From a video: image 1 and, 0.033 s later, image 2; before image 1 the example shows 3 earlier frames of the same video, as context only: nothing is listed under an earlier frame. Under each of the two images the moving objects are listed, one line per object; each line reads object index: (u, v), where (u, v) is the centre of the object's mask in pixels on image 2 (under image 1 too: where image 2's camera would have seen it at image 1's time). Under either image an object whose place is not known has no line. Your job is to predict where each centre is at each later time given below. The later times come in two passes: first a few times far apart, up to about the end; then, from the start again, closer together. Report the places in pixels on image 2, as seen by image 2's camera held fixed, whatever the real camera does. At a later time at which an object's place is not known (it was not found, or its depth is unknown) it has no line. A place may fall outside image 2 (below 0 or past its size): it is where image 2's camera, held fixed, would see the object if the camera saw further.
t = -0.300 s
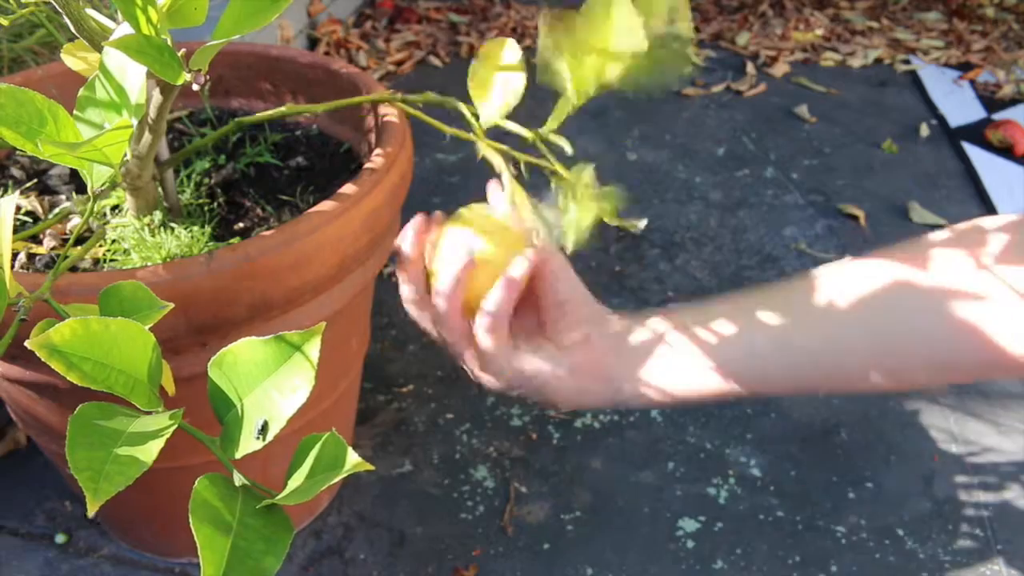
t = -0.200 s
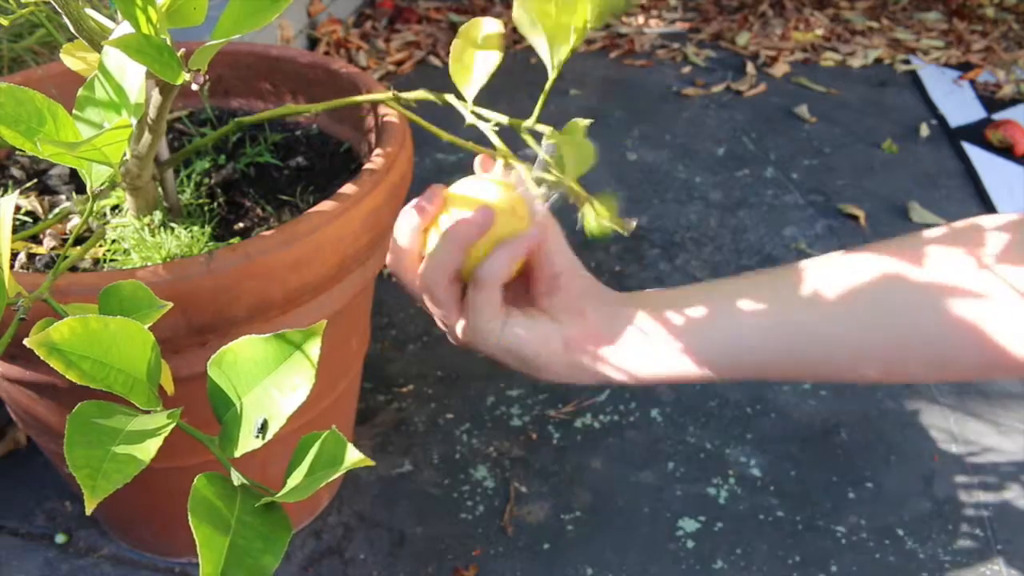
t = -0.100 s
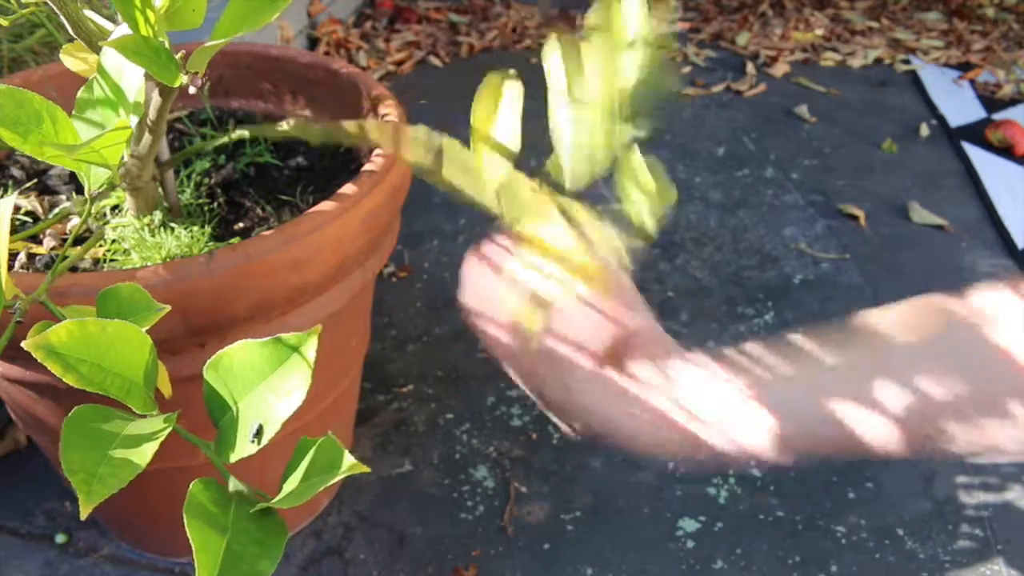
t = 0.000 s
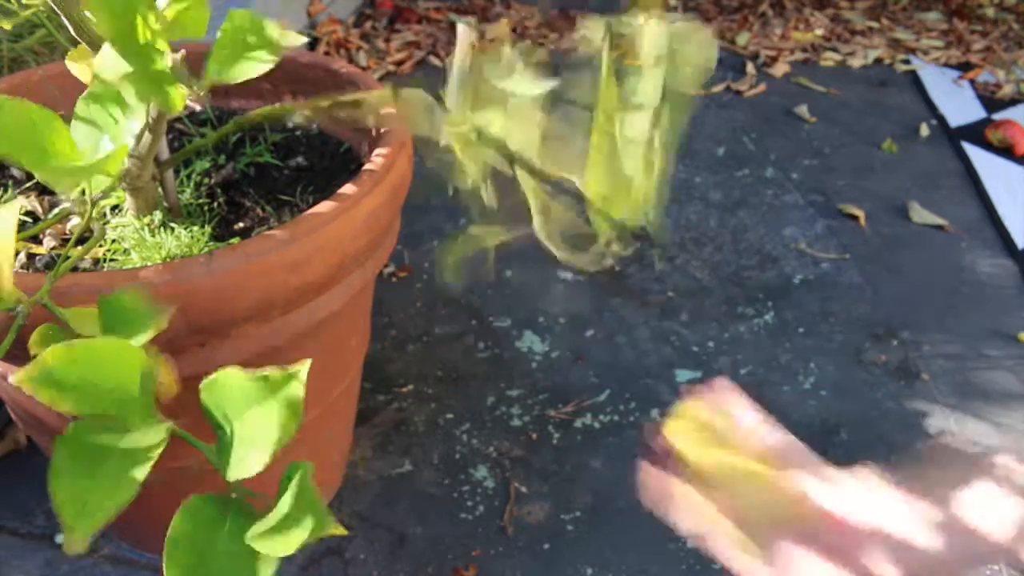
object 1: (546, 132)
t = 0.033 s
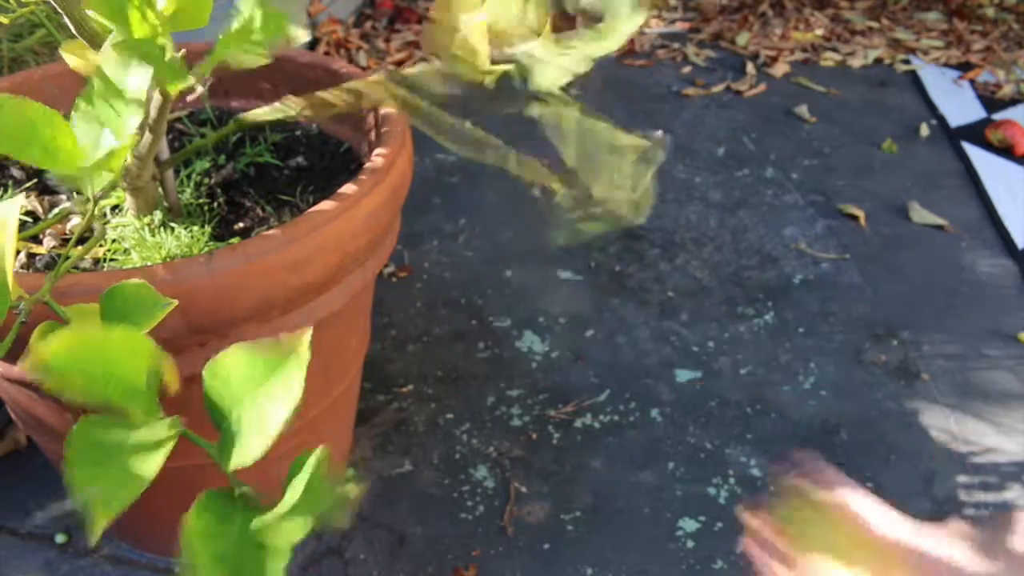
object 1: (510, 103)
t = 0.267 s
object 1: (490, 90)
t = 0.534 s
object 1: (506, 98)
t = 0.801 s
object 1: (508, 116)
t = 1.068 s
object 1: (469, 91)
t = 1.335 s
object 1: (489, 102)
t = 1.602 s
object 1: (495, 102)
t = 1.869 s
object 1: (489, 103)
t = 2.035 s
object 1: (487, 103)
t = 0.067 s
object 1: (507, 93)
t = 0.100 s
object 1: (502, 89)
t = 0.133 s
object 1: (502, 124)
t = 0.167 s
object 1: (527, 131)
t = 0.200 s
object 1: (538, 124)
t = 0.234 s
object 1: (538, 99)
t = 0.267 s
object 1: (490, 90)
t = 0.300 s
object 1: (484, 92)
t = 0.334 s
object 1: (502, 105)
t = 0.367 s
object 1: (530, 111)
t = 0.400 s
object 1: (551, 101)
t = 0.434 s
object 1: (515, 115)
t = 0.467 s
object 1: (490, 99)
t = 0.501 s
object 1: (485, 93)
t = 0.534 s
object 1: (506, 98)
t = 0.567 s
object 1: (516, 110)
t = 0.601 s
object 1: (517, 109)
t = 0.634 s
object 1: (501, 120)
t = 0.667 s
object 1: (489, 110)
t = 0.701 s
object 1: (485, 94)
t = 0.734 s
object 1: (504, 93)
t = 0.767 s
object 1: (510, 103)
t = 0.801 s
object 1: (508, 116)
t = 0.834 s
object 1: (491, 93)
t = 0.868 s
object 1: (475, 95)
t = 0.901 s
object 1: (487, 104)
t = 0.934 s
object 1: (500, 93)
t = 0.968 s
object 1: (505, 99)
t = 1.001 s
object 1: (504, 108)
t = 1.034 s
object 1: (489, 91)
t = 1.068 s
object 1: (469, 91)
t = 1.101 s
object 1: (480, 104)
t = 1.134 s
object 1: (498, 101)
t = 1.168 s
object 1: (500, 101)
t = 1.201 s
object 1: (500, 102)
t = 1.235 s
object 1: (489, 100)
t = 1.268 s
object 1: (473, 95)
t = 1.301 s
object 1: (476, 92)
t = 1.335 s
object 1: (489, 102)
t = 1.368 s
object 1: (499, 105)
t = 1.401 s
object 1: (497, 100)
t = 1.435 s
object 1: (492, 101)
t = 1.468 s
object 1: (480, 105)
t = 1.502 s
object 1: (479, 94)
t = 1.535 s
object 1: (487, 95)
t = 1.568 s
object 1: (489, 104)
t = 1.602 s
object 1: (495, 102)
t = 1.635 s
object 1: (489, 98)
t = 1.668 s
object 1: (489, 107)
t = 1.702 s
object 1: (484, 106)
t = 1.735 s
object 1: (483, 94)
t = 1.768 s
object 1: (486, 106)
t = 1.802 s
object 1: (492, 106)
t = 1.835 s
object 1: (487, 99)
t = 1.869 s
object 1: (489, 103)
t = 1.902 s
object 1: (486, 103)
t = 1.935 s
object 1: (485, 95)
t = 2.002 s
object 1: (485, 105)
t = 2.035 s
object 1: (487, 103)
